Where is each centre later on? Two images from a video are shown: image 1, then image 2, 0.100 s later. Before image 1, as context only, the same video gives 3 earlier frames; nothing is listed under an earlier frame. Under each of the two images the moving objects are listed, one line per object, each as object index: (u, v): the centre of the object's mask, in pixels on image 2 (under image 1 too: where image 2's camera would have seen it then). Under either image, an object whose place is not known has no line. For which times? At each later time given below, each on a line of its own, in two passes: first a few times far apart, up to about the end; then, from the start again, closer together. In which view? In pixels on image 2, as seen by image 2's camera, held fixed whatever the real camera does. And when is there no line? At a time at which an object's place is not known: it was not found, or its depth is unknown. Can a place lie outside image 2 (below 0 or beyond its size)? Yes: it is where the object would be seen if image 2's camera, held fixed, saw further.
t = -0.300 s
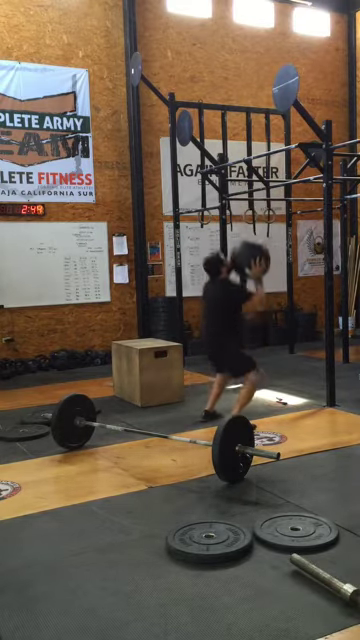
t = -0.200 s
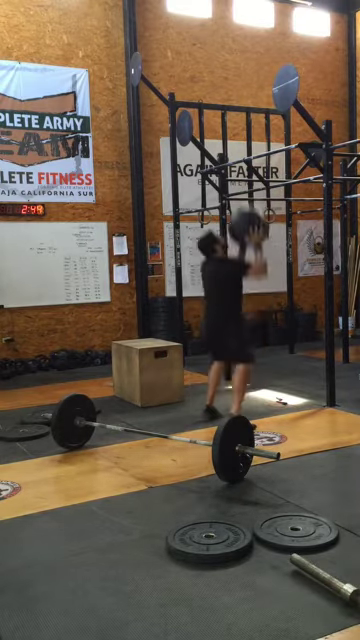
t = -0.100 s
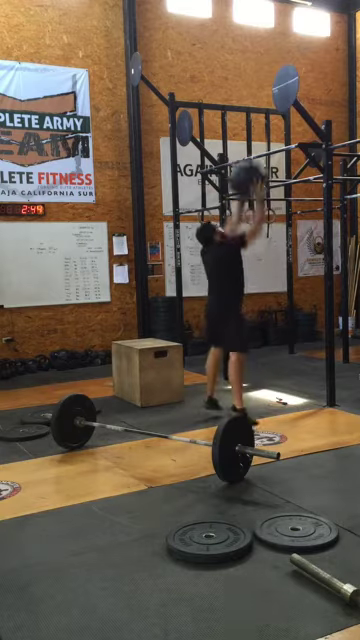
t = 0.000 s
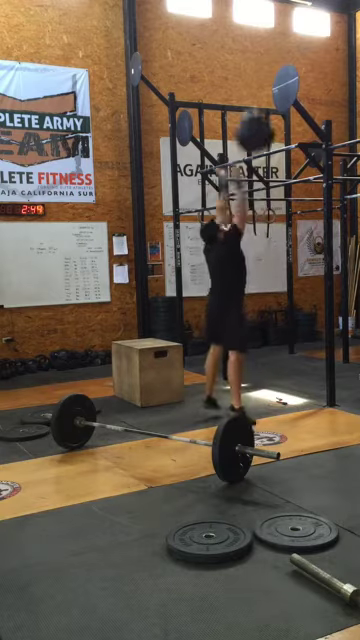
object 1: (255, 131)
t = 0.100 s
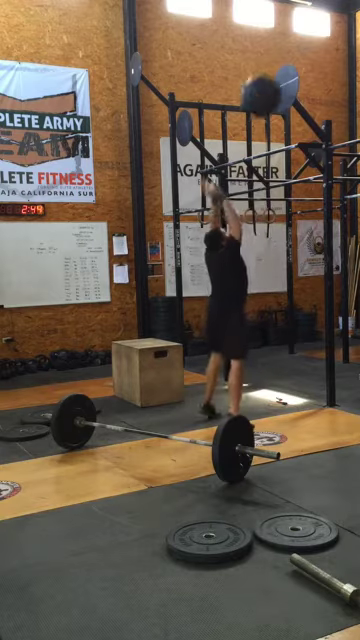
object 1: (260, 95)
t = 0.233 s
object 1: (269, 65)
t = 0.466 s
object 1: (270, 60)
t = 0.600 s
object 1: (267, 83)
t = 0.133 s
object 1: (263, 86)
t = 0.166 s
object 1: (265, 78)
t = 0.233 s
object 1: (269, 65)
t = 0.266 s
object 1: (272, 62)
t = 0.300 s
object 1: (273, 59)
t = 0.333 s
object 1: (273, 58)
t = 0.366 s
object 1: (272, 57)
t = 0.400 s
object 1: (272, 57)
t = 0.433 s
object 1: (271, 58)
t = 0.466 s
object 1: (270, 60)
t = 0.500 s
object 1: (269, 64)
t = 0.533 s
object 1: (269, 69)
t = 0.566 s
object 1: (268, 75)
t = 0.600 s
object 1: (267, 83)
